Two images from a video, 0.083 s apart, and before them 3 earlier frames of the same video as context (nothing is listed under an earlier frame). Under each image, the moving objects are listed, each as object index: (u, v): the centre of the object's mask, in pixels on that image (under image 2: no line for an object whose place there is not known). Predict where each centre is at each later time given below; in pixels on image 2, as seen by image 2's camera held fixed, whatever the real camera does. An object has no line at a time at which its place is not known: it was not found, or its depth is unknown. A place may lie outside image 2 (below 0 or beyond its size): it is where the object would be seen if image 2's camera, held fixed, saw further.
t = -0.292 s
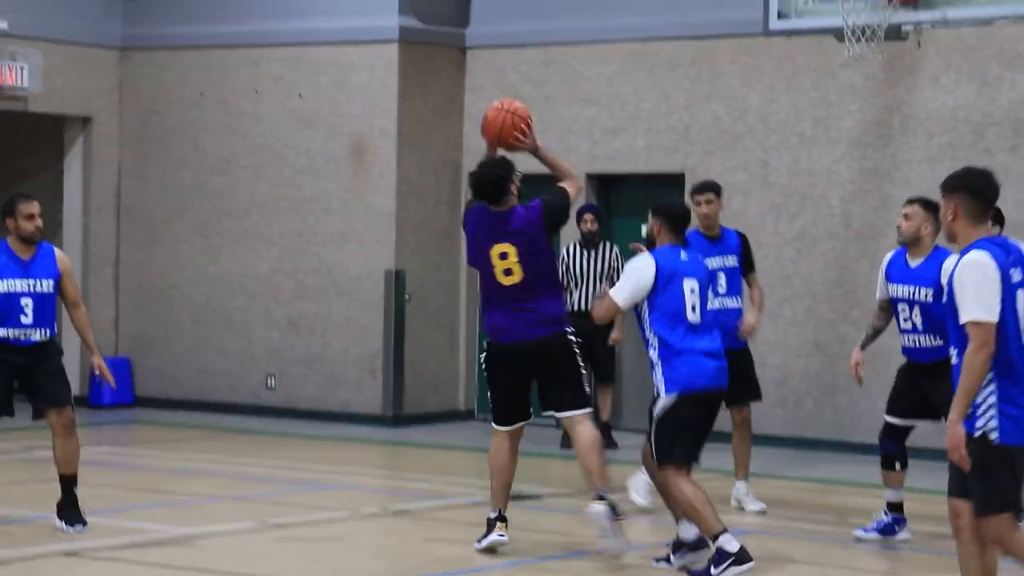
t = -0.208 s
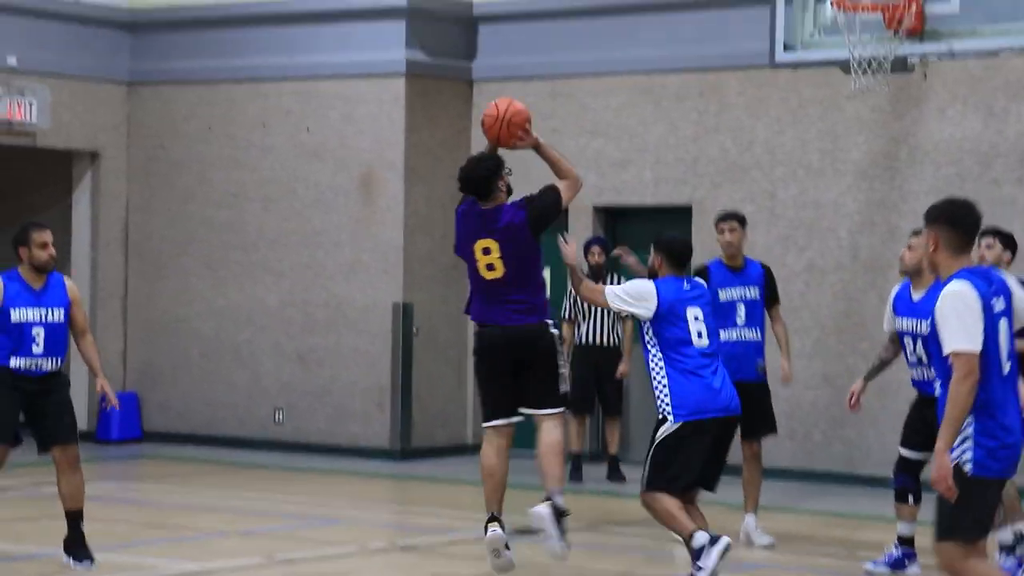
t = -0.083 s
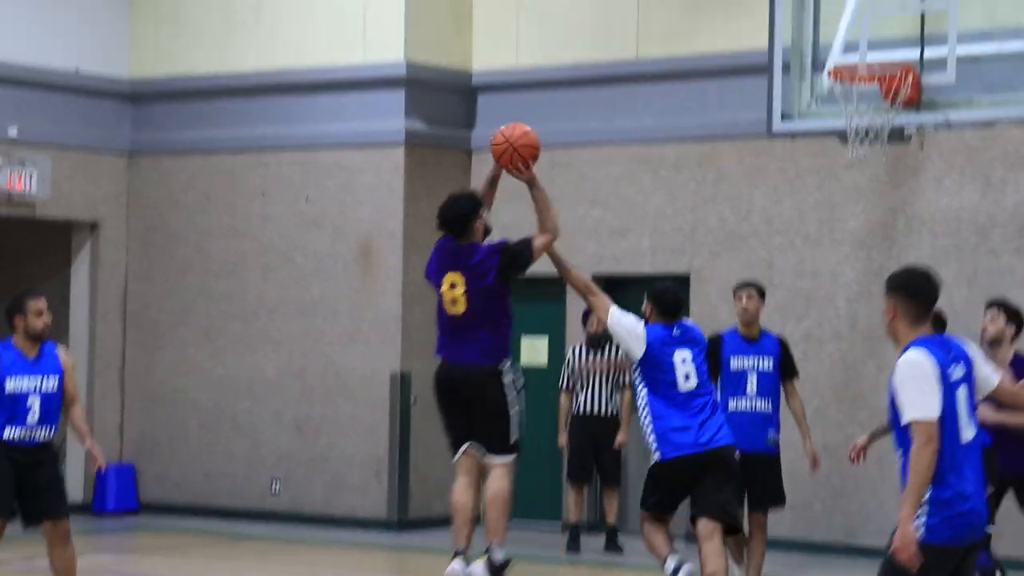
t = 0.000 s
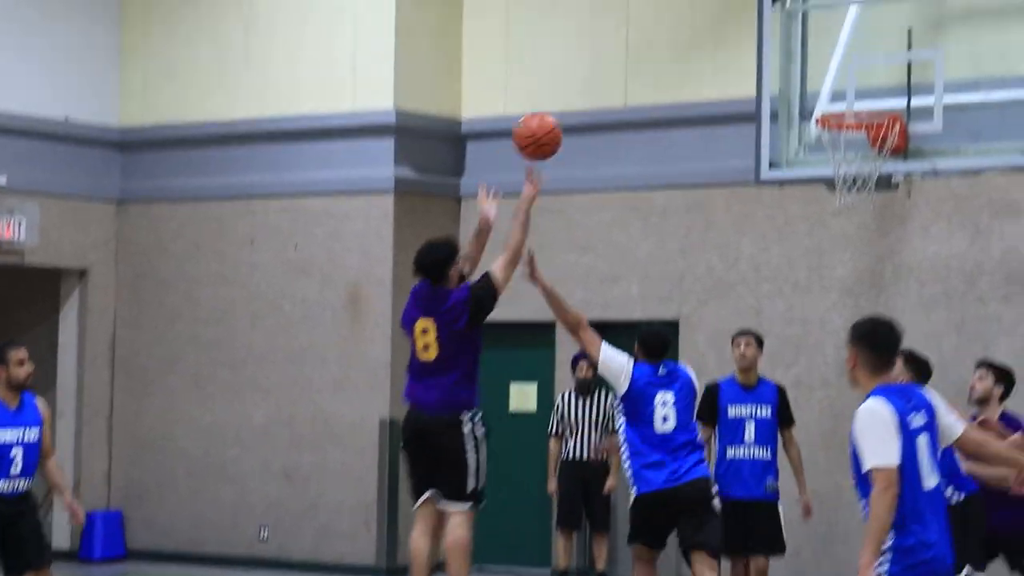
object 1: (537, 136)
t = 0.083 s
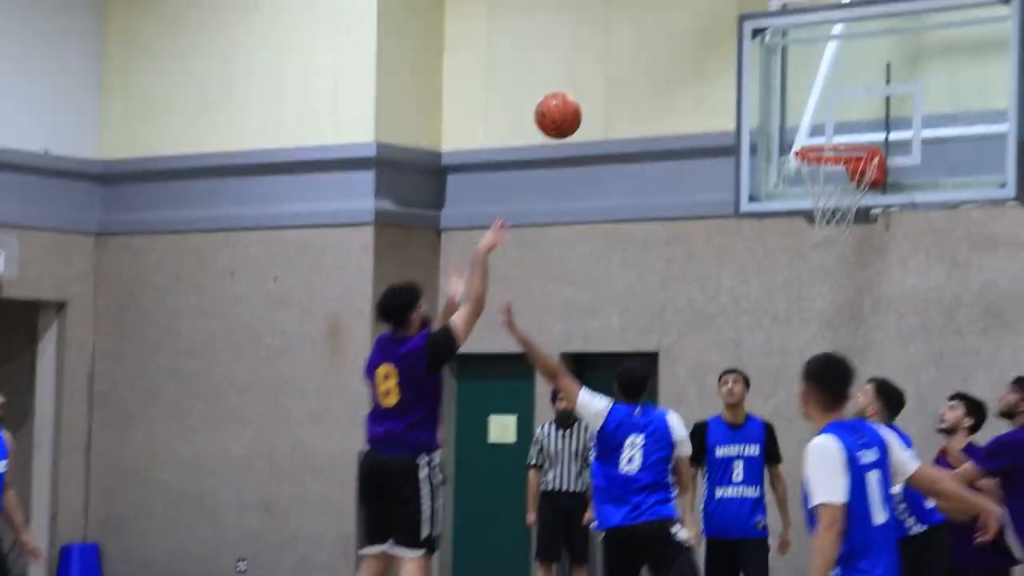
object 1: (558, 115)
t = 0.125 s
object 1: (577, 95)
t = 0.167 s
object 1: (596, 78)
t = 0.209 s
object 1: (614, 65)
